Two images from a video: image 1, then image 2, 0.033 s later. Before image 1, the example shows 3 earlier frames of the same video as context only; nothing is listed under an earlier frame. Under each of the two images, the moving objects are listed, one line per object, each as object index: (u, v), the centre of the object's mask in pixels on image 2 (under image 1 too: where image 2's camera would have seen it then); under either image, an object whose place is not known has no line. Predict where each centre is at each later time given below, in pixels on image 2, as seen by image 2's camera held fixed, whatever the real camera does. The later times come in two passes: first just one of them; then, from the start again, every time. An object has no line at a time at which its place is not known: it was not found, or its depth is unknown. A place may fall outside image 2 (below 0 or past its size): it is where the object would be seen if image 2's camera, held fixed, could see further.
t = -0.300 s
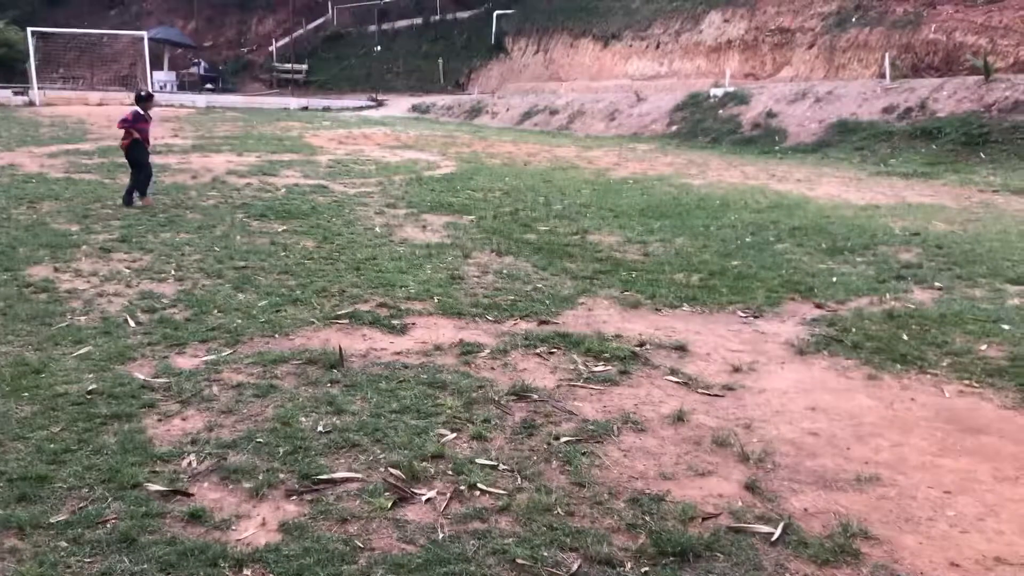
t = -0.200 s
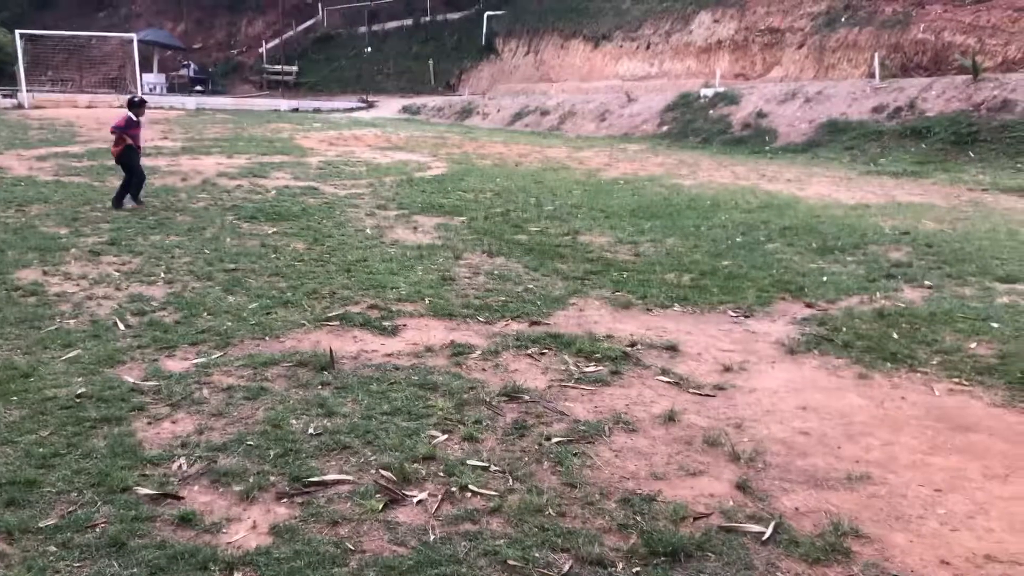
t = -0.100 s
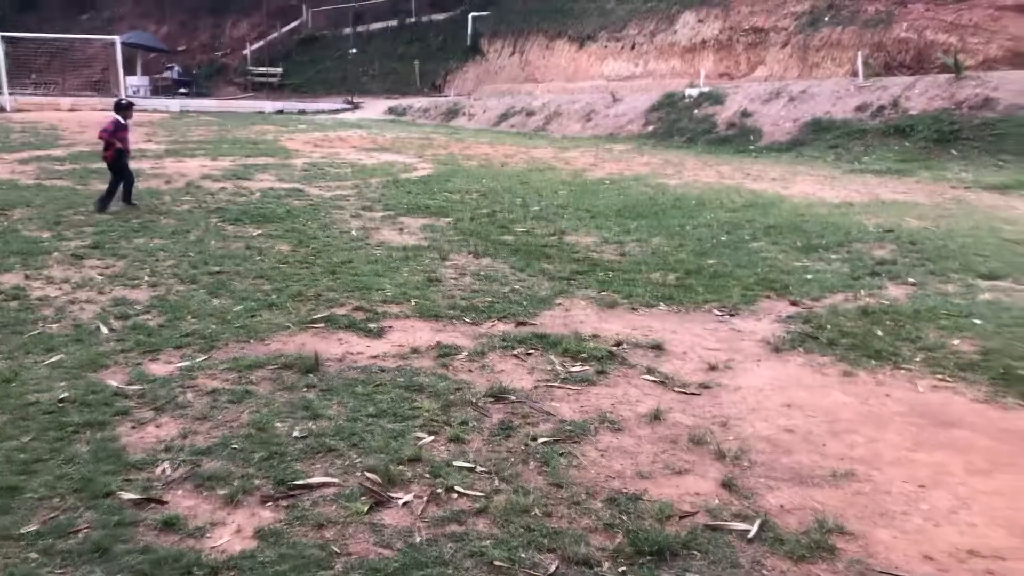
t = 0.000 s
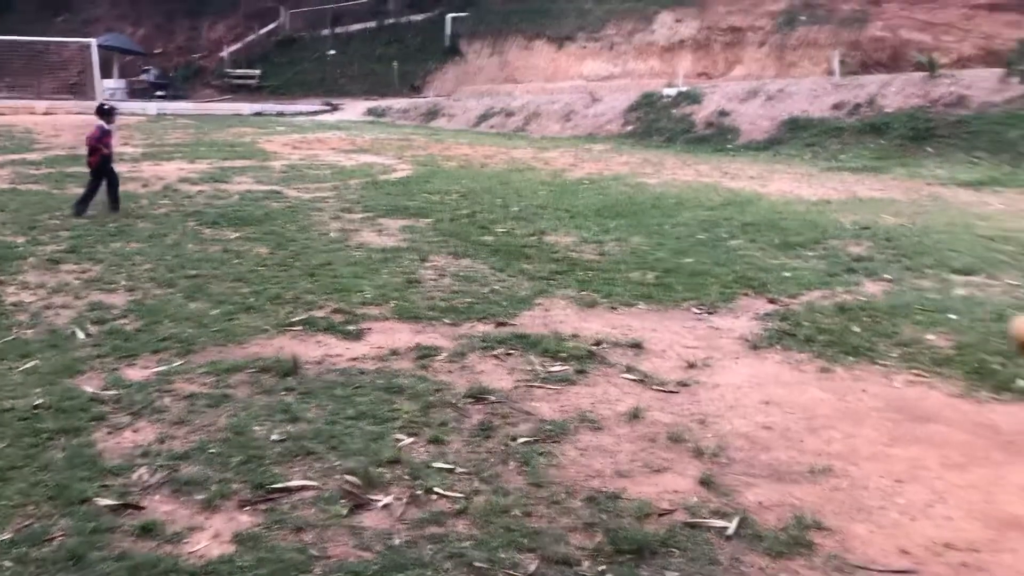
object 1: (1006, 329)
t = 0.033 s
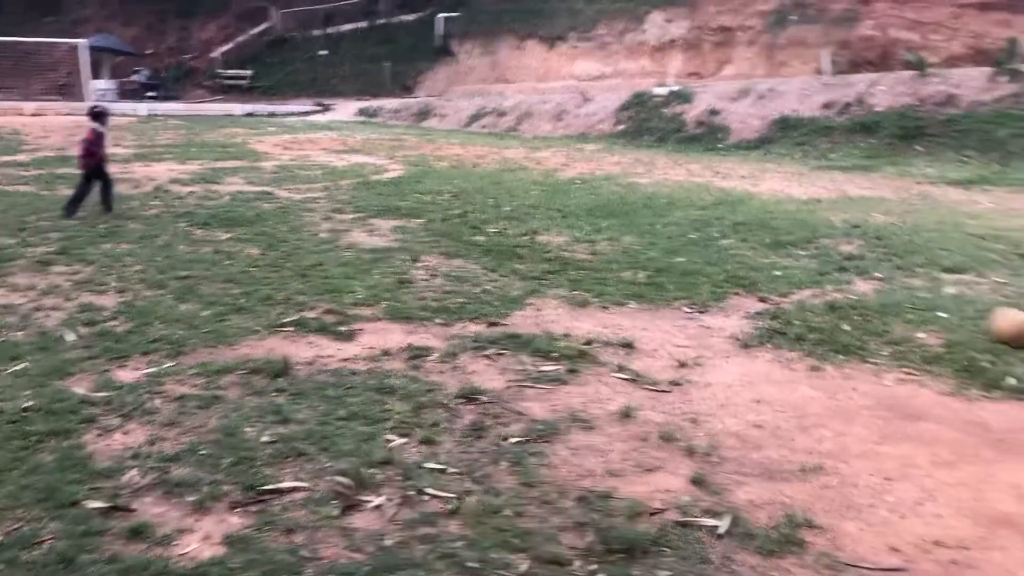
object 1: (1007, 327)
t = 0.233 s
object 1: (964, 310)
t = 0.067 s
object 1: (1005, 322)
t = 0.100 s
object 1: (996, 315)
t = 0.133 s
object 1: (988, 312)
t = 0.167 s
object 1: (980, 310)
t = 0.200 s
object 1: (972, 310)
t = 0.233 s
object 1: (964, 310)
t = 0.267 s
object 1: (956, 305)
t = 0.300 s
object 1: (949, 302)
